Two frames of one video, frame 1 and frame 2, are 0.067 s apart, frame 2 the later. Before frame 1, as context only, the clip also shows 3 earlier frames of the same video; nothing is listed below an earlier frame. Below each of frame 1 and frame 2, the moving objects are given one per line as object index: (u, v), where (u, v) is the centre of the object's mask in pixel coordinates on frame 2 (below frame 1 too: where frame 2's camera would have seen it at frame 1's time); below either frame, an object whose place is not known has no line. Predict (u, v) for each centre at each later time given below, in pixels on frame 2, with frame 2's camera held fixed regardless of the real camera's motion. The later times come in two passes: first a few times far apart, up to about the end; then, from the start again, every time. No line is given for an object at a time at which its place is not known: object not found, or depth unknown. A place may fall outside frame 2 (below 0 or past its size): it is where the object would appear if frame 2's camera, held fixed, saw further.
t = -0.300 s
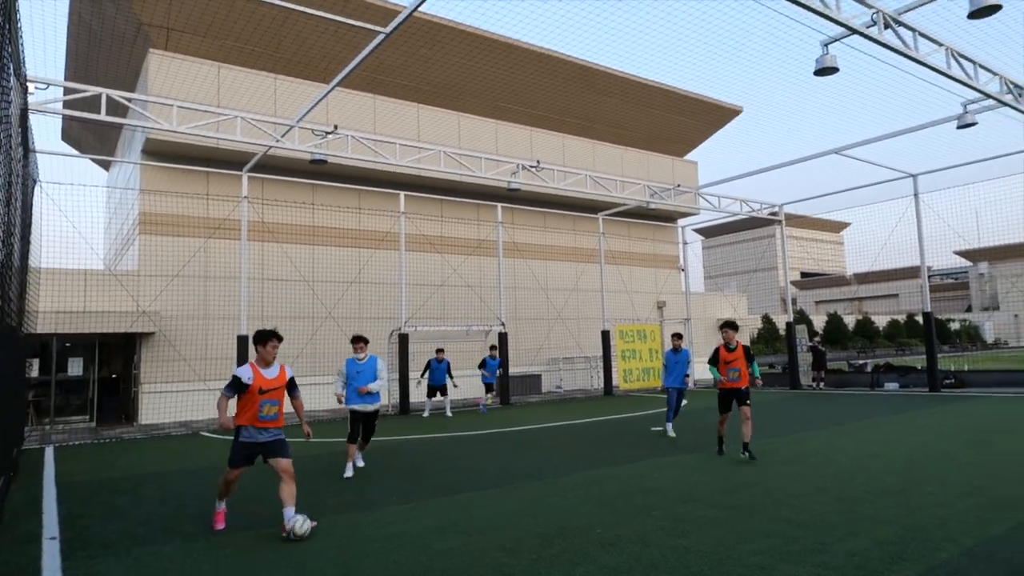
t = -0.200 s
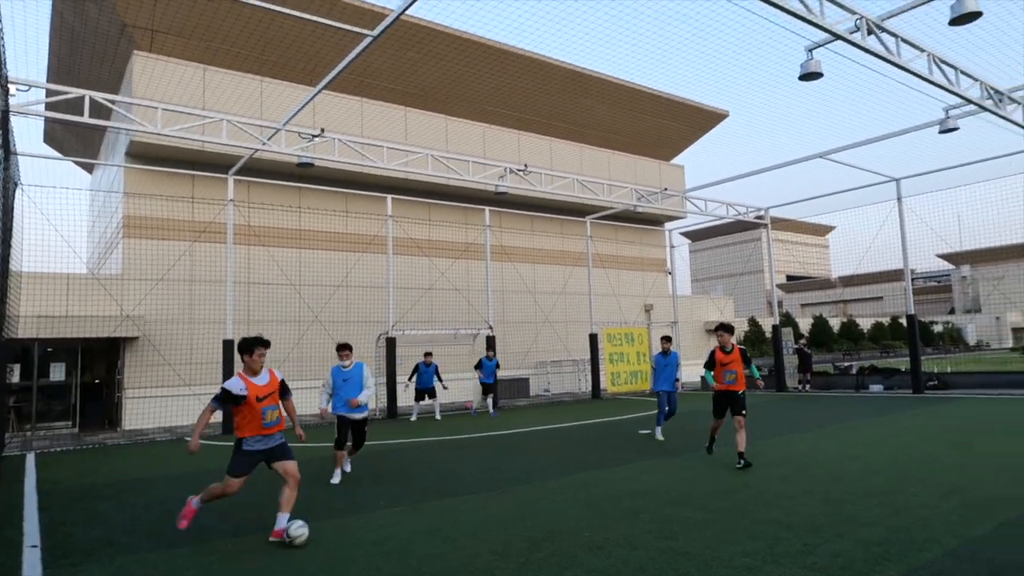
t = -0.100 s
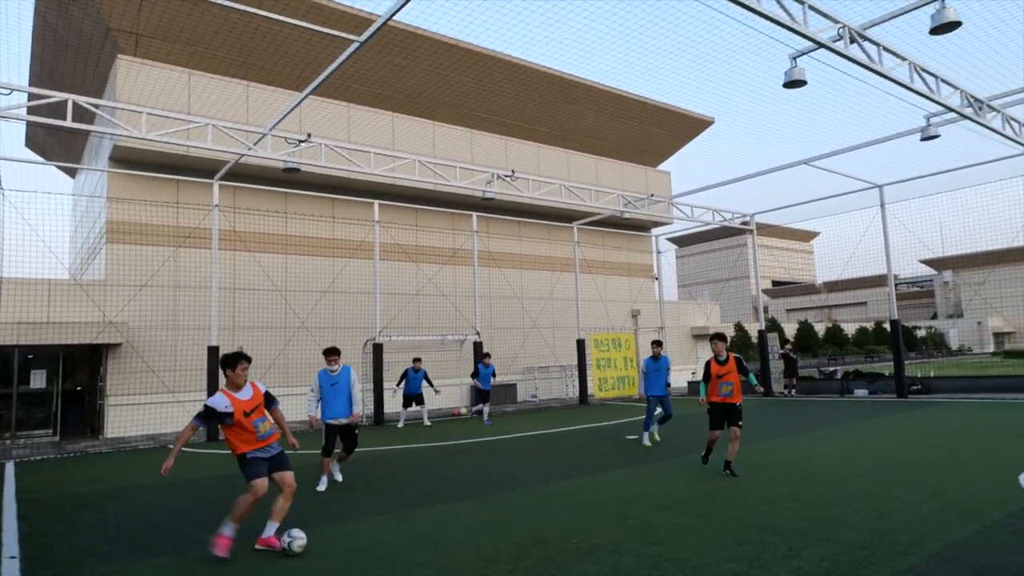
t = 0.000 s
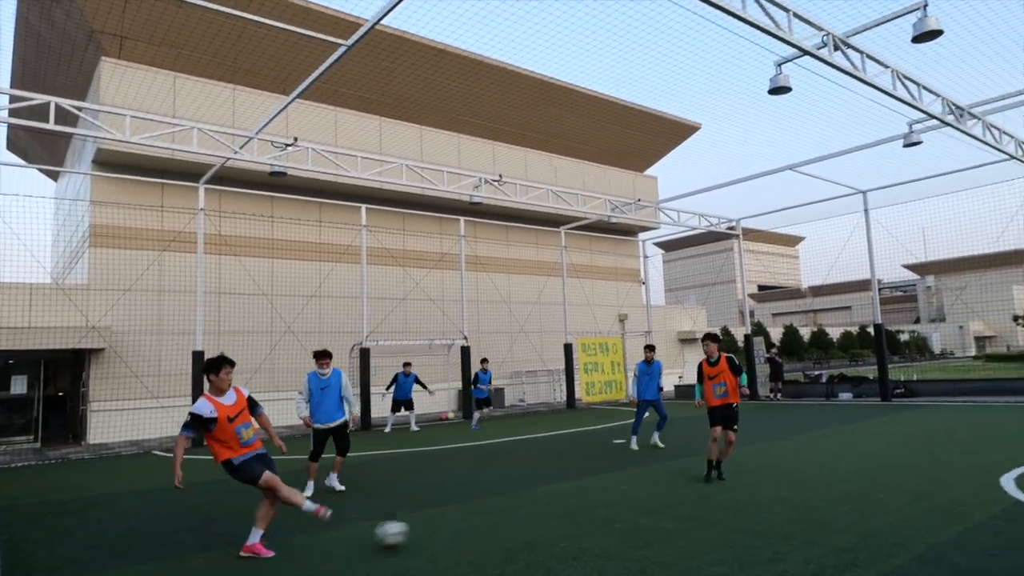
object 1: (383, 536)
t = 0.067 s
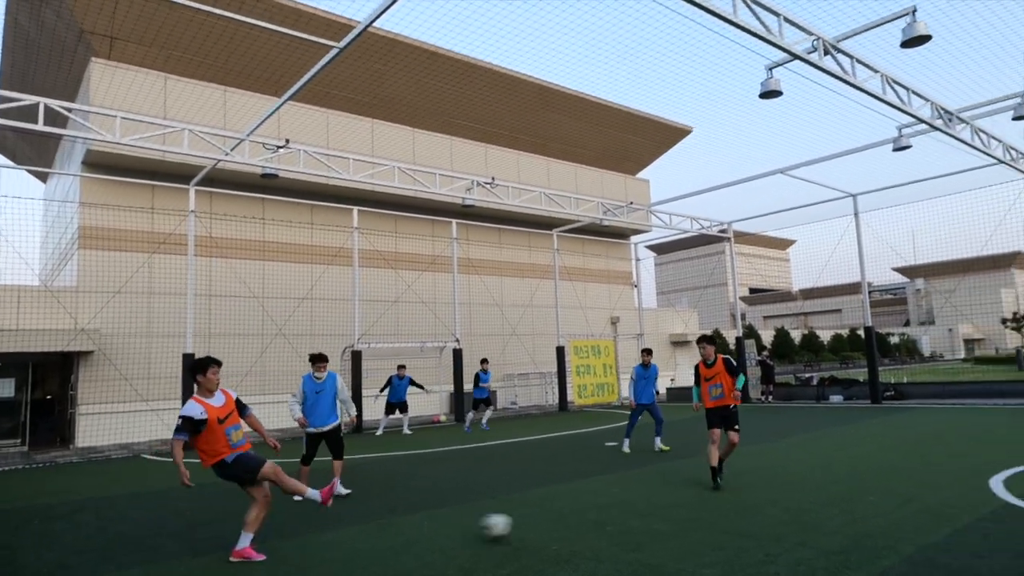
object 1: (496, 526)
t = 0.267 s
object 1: (768, 499)
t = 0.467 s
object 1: (963, 476)
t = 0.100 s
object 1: (550, 522)
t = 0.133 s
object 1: (599, 518)
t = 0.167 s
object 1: (645, 512)
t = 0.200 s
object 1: (688, 507)
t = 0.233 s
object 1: (730, 503)
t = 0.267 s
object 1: (768, 499)
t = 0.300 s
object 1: (805, 494)
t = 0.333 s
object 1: (840, 491)
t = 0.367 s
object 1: (872, 485)
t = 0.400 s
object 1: (904, 482)
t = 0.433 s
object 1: (934, 480)
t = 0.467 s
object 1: (963, 476)
